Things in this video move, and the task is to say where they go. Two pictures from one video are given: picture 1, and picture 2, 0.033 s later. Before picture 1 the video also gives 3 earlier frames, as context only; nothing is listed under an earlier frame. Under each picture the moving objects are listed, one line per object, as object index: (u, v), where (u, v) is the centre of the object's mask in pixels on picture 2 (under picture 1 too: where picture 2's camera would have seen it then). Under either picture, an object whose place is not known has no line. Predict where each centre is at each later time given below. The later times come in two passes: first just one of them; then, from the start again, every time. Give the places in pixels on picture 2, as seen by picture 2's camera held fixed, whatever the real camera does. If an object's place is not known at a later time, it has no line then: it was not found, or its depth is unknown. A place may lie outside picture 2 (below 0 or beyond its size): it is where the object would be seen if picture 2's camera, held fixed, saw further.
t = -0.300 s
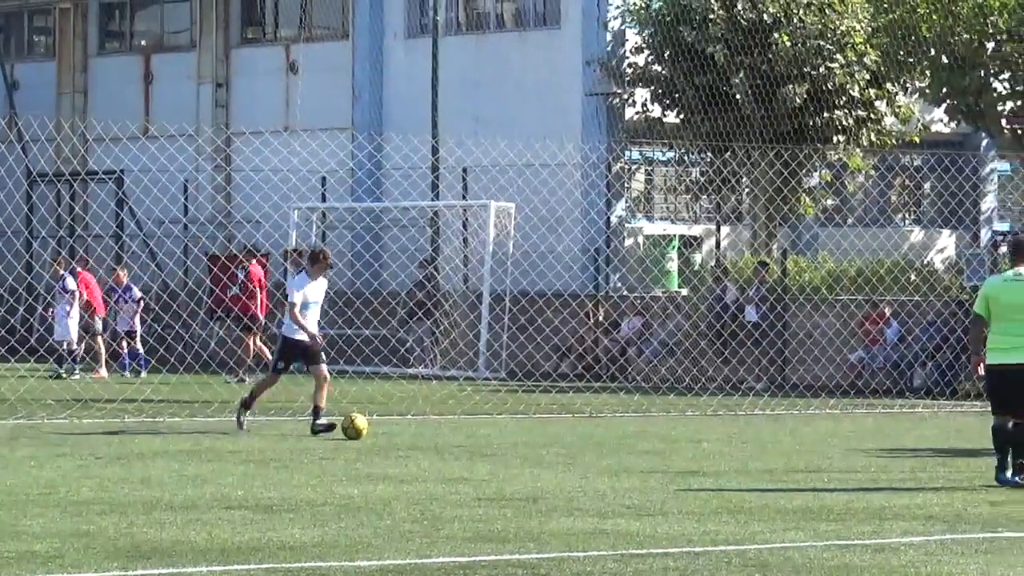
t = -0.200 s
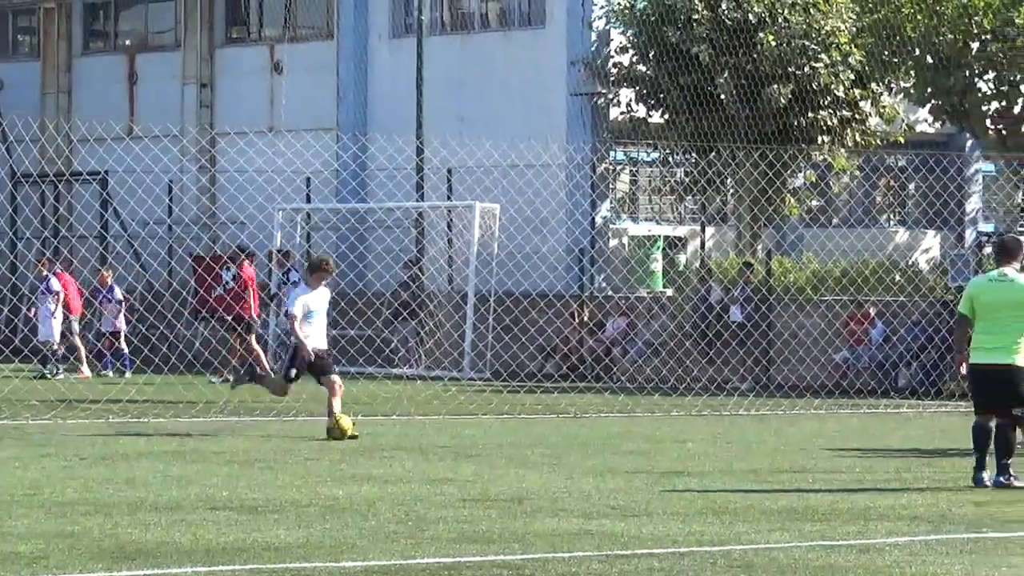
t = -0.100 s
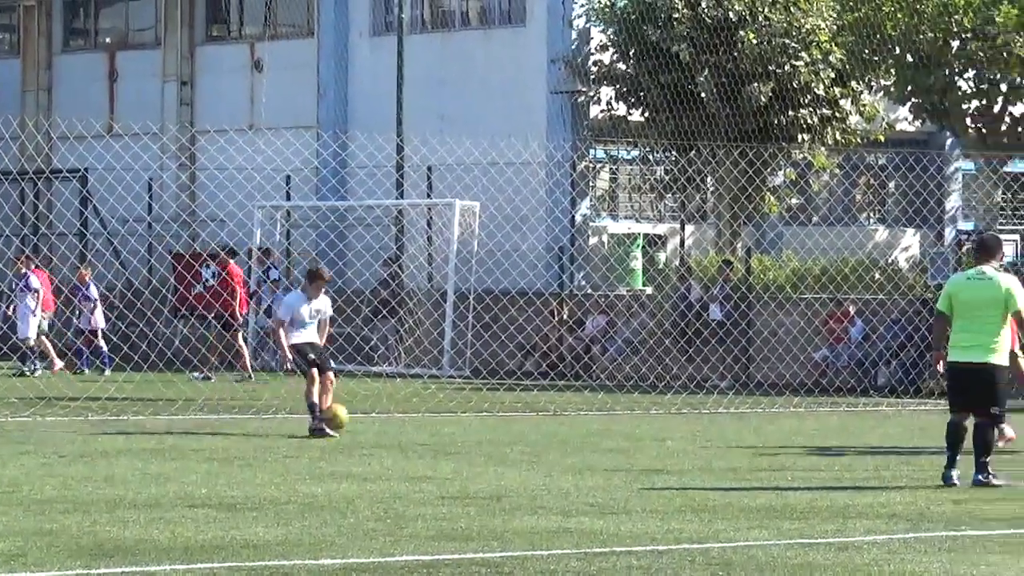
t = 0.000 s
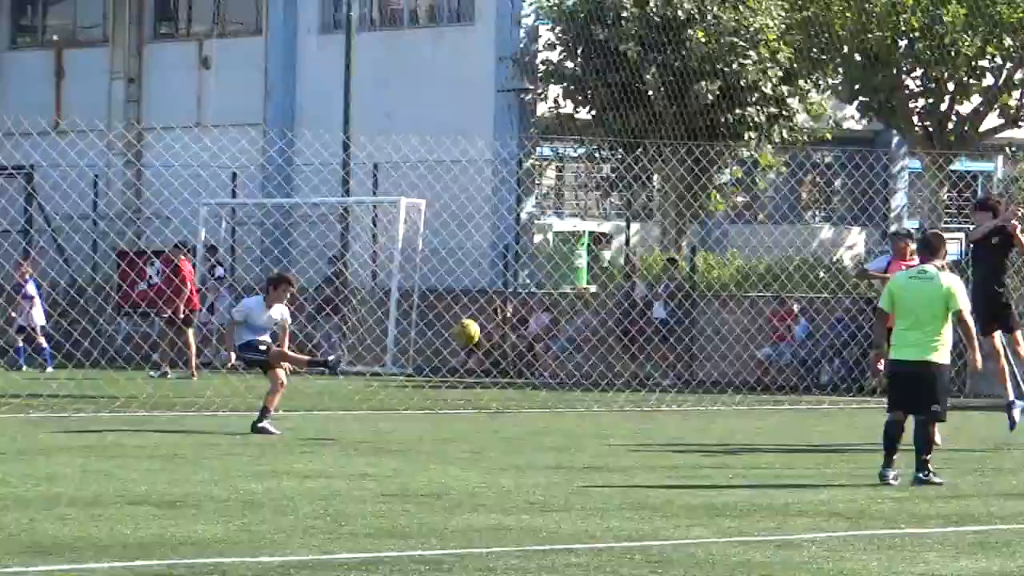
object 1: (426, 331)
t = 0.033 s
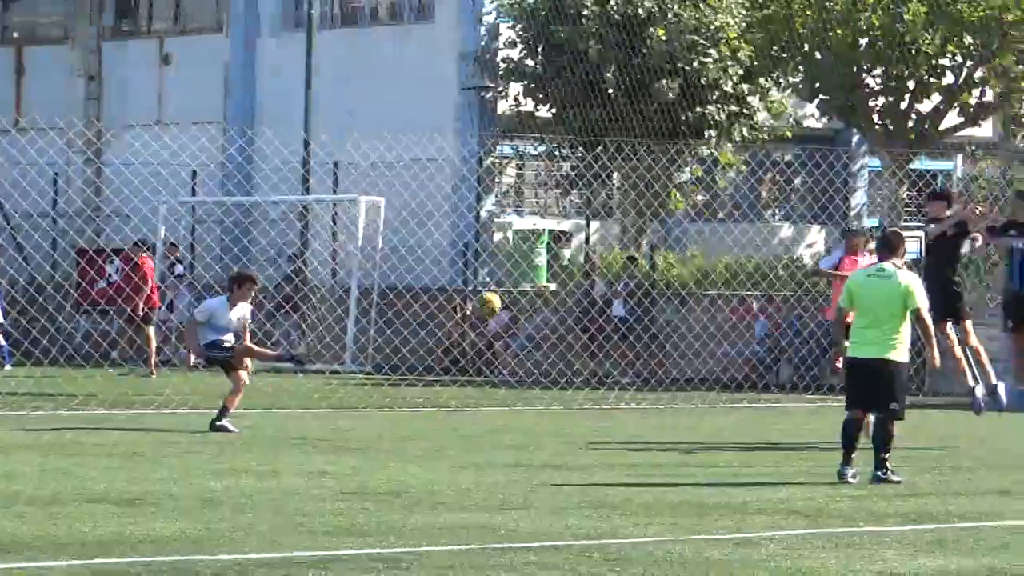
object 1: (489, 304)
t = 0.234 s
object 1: (859, 169)
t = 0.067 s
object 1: (552, 282)
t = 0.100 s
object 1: (615, 256)
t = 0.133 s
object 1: (676, 231)
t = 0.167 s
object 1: (734, 211)
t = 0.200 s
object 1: (798, 189)
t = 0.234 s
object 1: (859, 169)
